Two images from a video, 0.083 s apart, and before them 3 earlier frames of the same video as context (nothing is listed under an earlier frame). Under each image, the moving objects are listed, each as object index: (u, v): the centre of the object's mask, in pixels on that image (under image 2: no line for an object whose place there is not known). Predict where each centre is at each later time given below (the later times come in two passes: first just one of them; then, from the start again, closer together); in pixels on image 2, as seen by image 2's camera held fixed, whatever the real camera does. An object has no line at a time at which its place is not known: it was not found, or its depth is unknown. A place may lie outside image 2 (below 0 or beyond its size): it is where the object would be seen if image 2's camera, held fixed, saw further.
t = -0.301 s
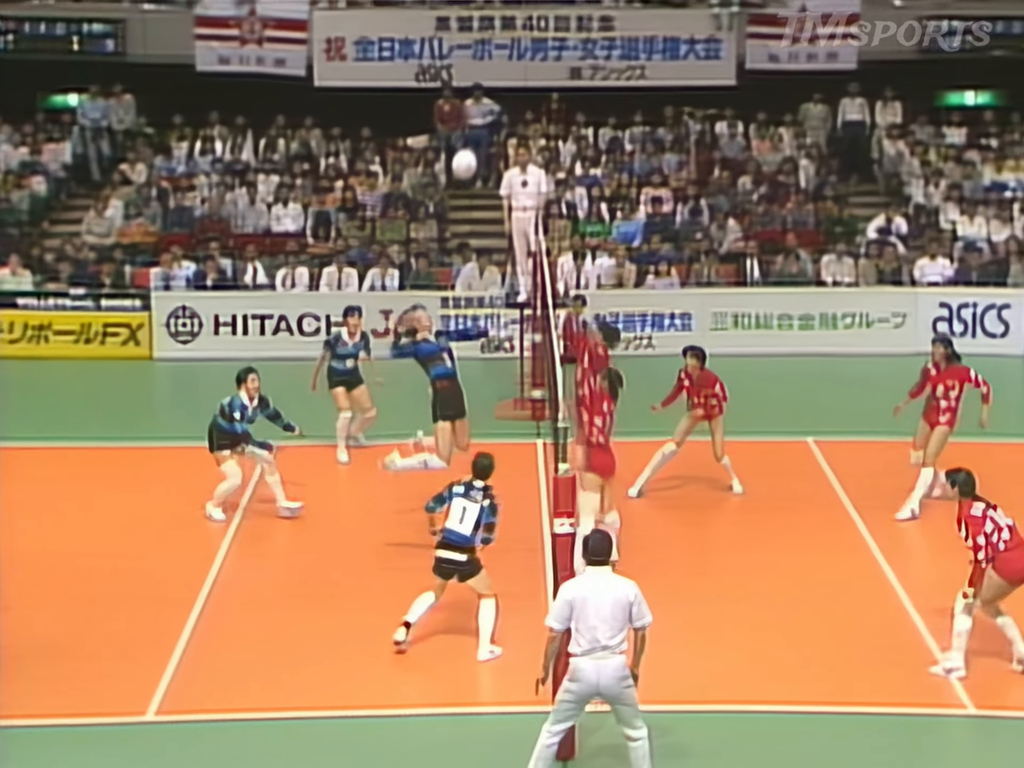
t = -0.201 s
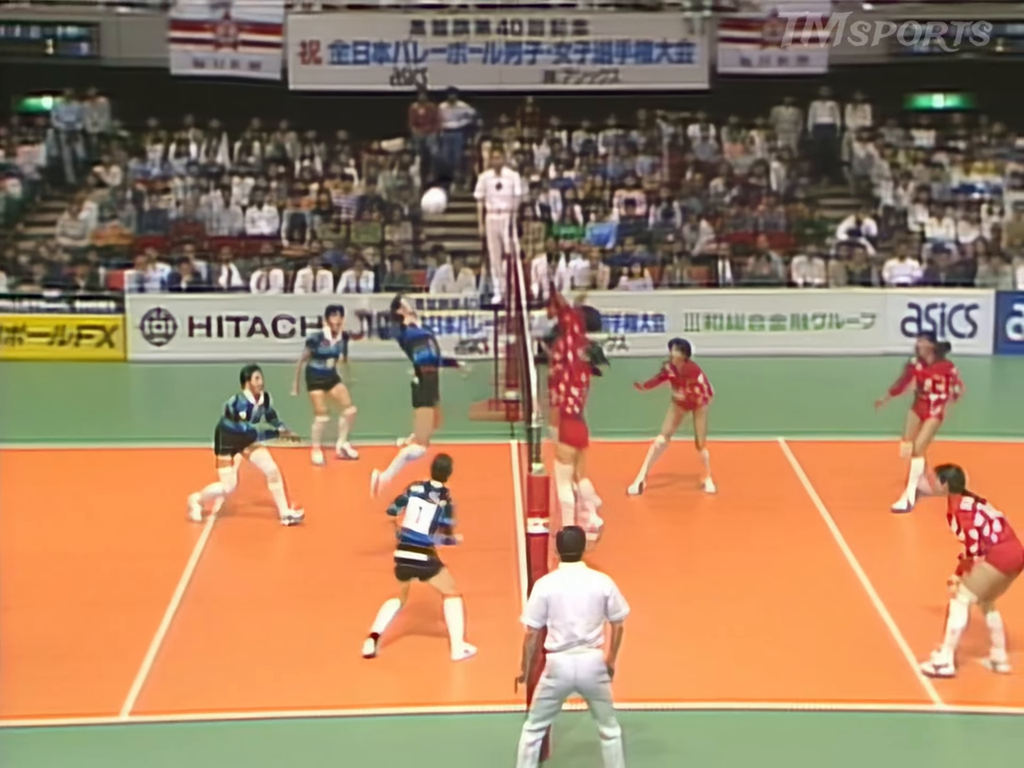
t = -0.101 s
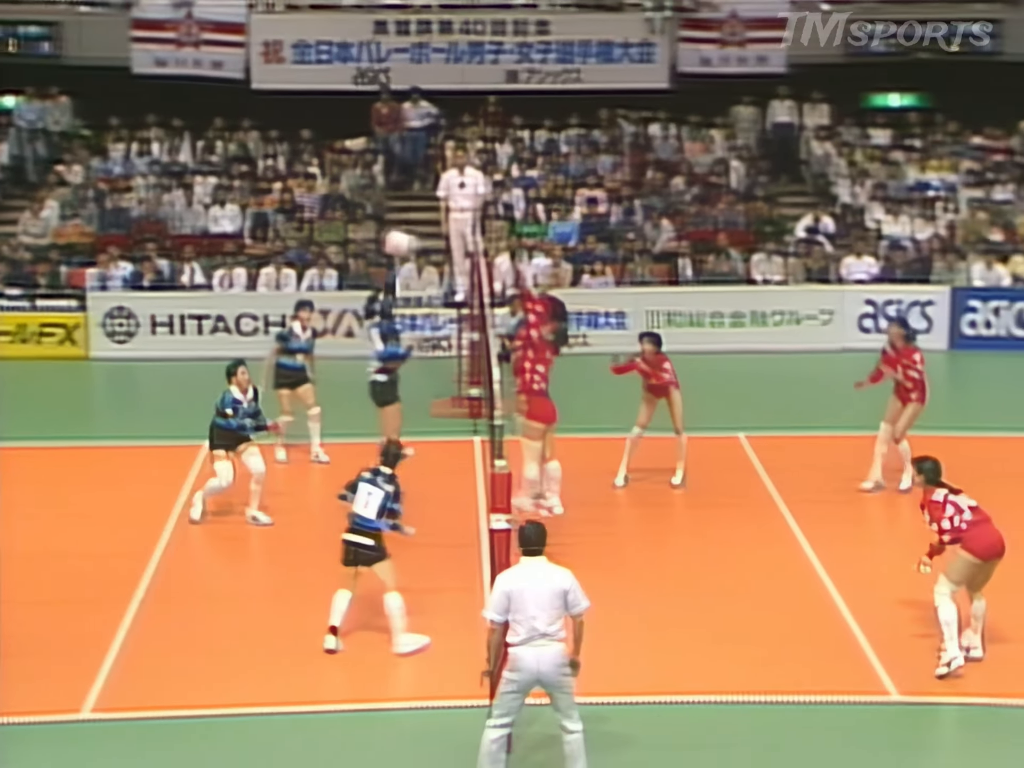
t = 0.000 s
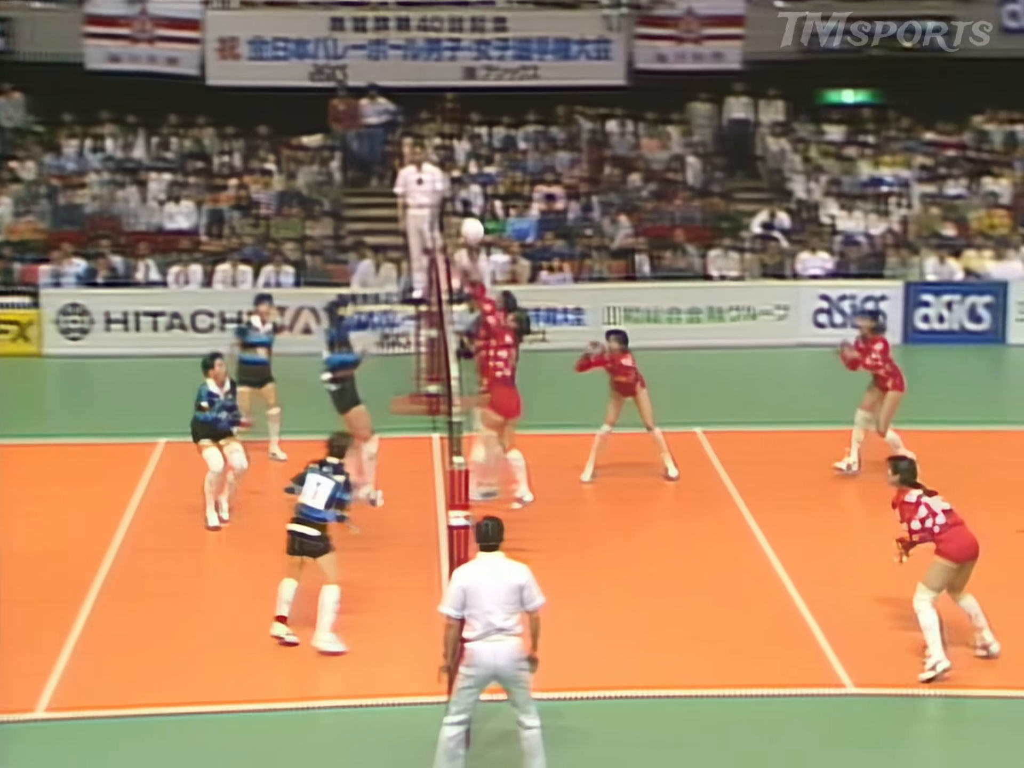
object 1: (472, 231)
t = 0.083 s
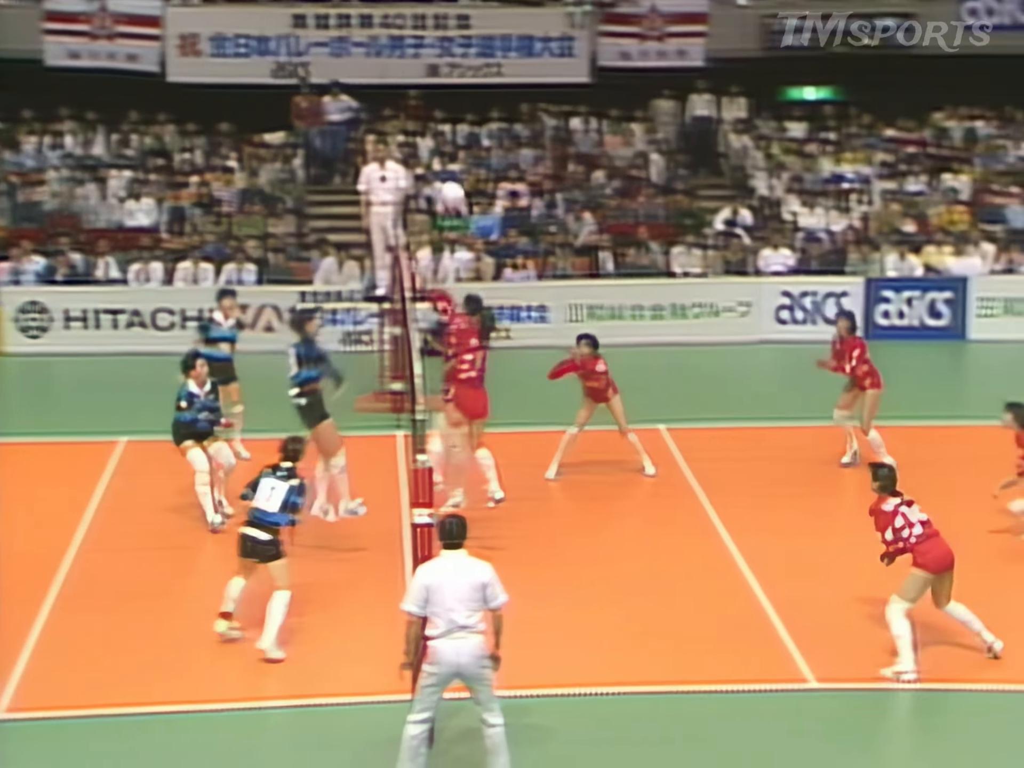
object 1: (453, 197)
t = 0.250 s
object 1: (486, 151)
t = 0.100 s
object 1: (455, 189)
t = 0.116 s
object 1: (459, 183)
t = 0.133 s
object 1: (461, 178)
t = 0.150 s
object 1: (465, 174)
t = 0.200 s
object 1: (475, 161)
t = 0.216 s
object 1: (479, 157)
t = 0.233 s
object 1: (483, 154)
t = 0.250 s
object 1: (486, 151)
